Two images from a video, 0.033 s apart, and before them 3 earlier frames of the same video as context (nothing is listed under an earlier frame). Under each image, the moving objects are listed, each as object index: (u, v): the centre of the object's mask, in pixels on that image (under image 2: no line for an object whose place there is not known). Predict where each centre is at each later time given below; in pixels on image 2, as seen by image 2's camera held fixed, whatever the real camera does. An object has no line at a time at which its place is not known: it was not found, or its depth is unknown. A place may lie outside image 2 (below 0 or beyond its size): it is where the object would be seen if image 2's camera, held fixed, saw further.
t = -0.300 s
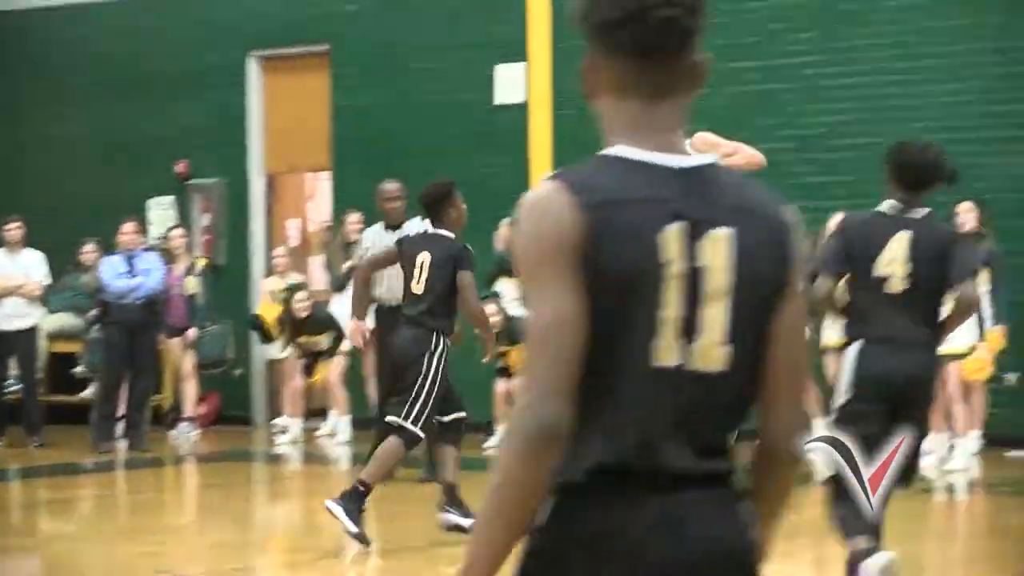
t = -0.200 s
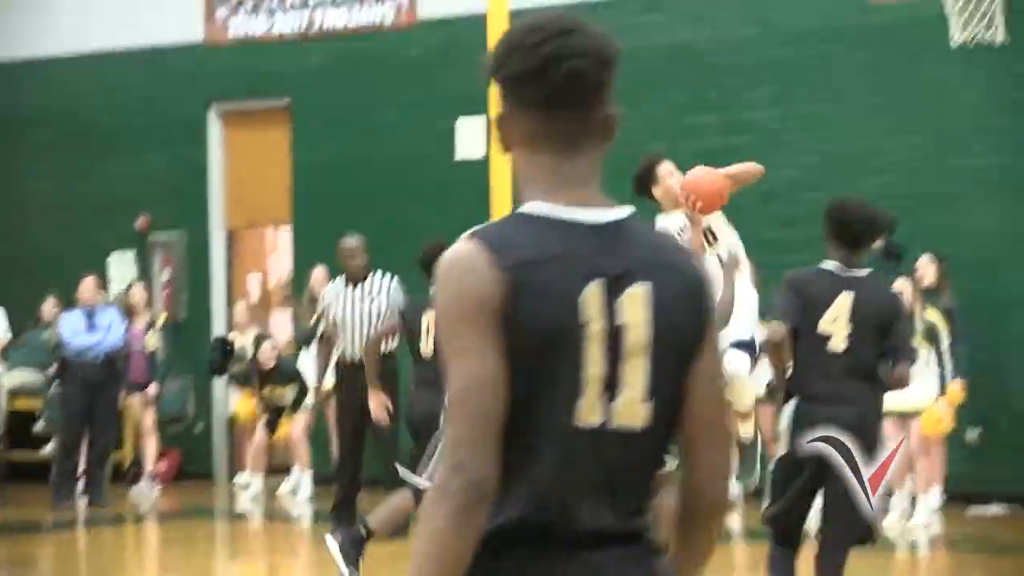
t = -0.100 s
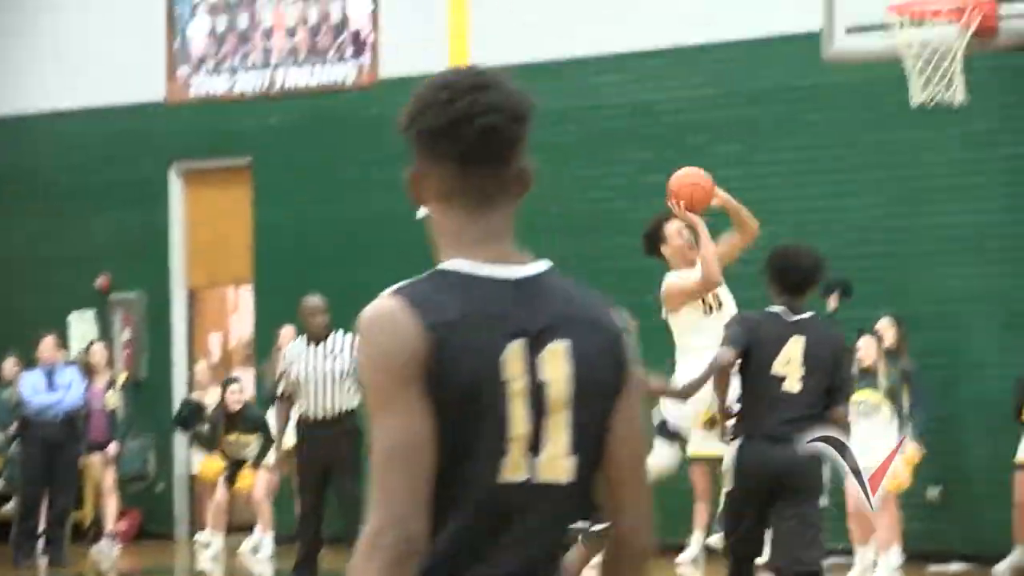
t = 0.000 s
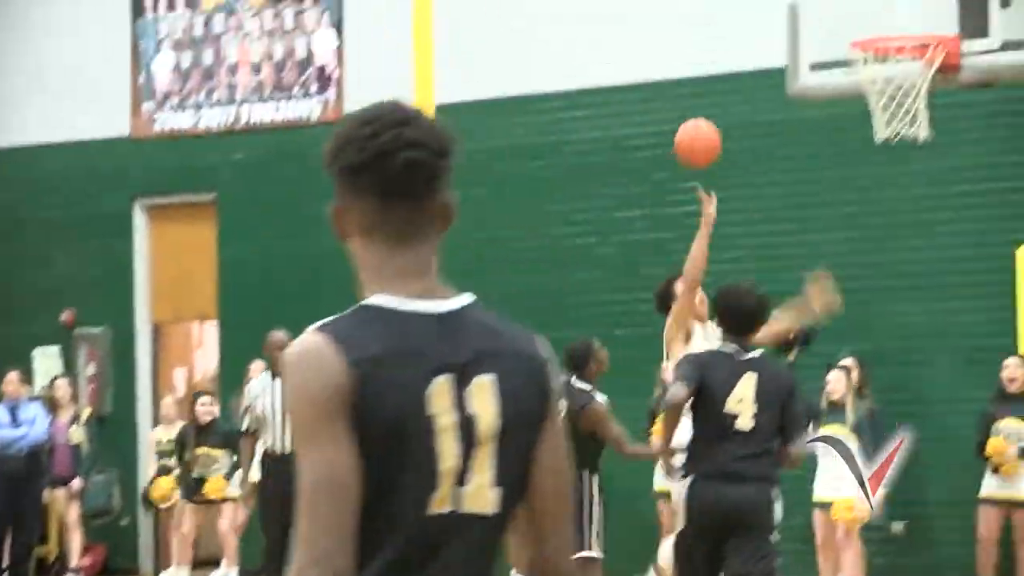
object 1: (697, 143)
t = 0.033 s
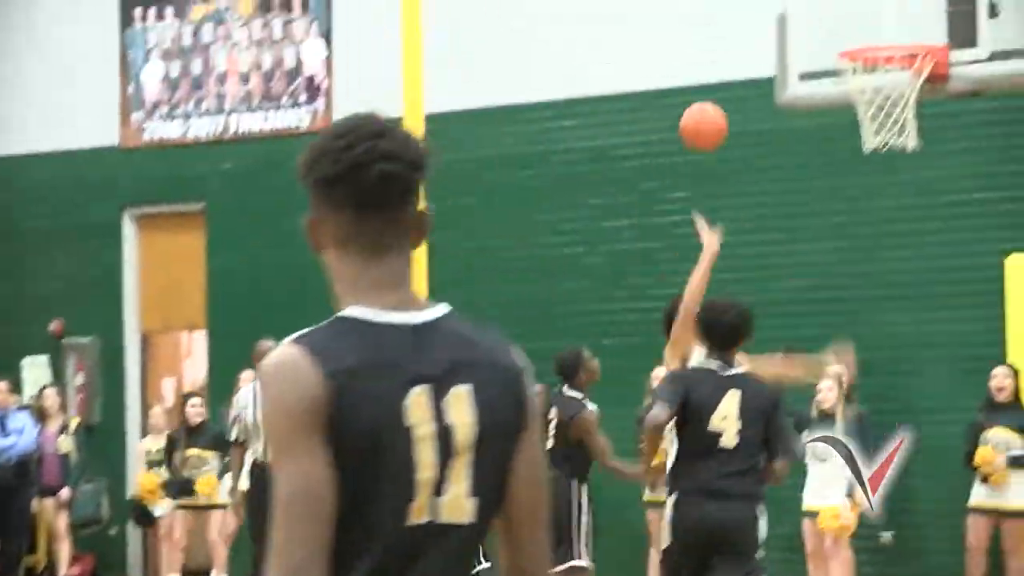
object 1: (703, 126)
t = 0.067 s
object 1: (721, 102)
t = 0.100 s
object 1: (739, 81)
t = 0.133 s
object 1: (757, 59)
